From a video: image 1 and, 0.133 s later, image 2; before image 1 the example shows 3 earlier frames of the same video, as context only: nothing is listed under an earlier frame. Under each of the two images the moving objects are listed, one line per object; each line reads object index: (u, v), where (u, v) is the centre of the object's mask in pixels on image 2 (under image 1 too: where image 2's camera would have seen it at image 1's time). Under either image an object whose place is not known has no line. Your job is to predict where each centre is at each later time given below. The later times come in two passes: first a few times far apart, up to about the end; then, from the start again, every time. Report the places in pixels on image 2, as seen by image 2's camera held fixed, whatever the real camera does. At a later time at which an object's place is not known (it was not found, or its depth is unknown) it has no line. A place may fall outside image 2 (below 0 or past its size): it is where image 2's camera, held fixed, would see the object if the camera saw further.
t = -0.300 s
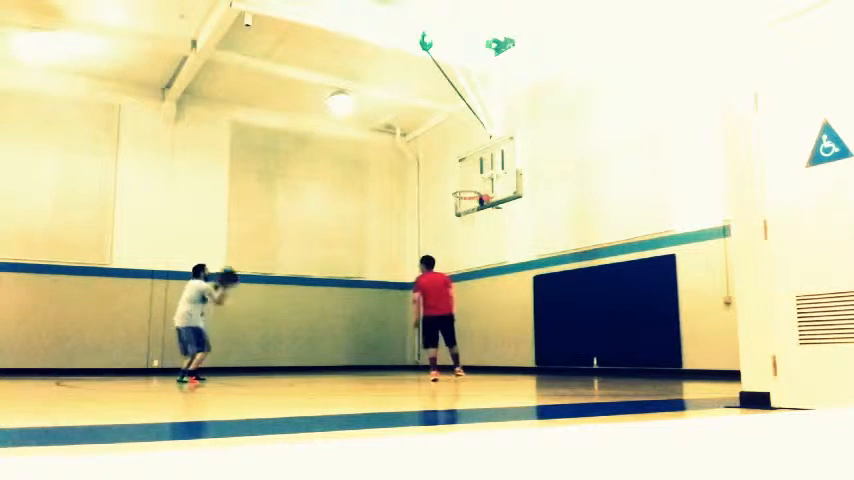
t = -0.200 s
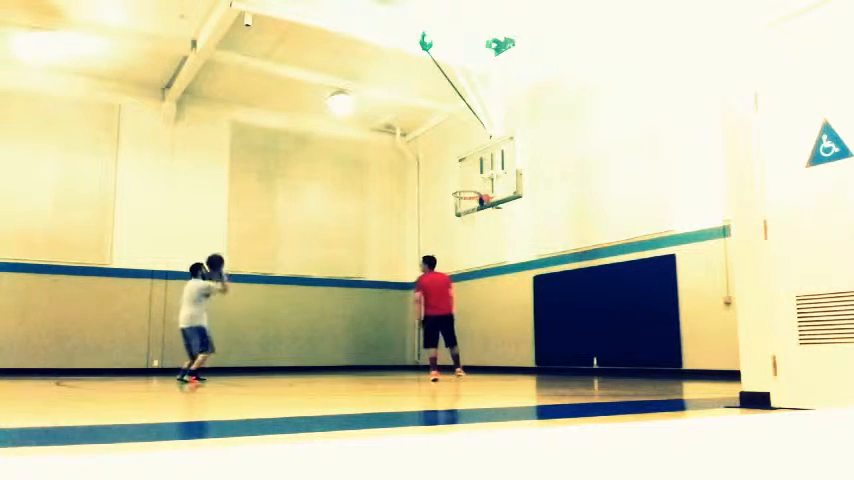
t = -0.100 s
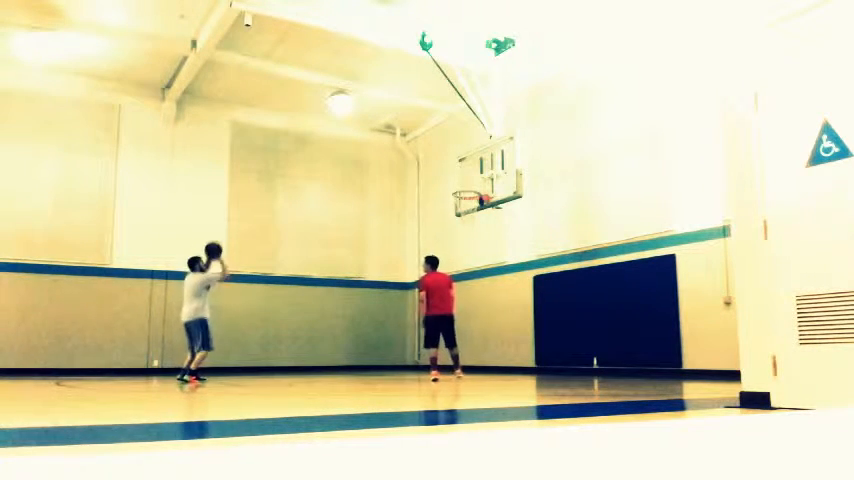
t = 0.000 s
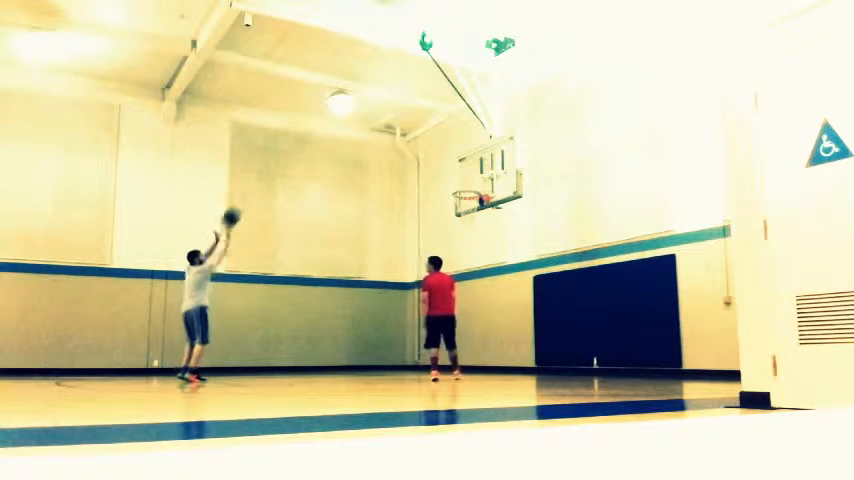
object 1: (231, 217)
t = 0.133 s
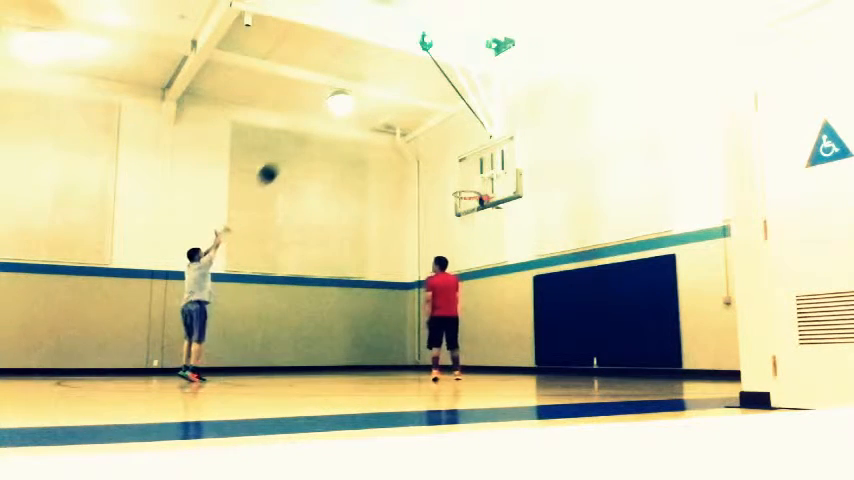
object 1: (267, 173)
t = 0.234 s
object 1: (293, 150)
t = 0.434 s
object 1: (342, 125)
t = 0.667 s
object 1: (391, 128)
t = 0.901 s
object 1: (438, 160)
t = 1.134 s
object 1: (474, 212)
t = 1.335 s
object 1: (480, 246)
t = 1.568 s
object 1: (489, 315)
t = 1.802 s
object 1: (488, 338)
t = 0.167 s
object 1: (277, 164)
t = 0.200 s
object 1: (285, 157)
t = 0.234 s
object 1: (293, 150)
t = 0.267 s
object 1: (302, 144)
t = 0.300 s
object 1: (310, 139)
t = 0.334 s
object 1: (318, 135)
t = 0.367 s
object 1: (326, 130)
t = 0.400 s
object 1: (334, 127)
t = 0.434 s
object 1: (342, 125)
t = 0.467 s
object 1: (349, 123)
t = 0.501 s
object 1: (357, 122)
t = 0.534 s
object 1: (364, 122)
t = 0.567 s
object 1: (371, 123)
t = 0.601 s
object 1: (378, 124)
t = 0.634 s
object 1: (385, 126)
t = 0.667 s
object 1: (391, 128)
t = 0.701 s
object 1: (399, 130)
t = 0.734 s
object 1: (406, 134)
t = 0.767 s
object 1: (412, 138)
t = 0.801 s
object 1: (419, 142)
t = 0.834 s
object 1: (426, 148)
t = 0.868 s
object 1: (432, 153)
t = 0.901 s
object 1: (438, 160)
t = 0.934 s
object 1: (445, 167)
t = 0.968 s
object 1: (451, 174)
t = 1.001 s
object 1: (457, 181)
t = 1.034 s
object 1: (463, 189)
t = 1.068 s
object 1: (470, 199)
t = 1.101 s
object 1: (472, 206)
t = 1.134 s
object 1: (474, 212)
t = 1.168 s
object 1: (475, 216)
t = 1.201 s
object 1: (476, 220)
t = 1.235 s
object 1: (477, 225)
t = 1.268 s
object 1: (478, 231)
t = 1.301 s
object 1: (479, 238)
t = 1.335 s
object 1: (480, 246)
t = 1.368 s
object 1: (481, 254)
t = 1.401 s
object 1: (483, 263)
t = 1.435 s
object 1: (484, 272)
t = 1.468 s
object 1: (485, 280)
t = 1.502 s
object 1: (486, 292)
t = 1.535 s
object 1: (487, 303)
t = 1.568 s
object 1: (489, 315)
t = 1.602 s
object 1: (490, 327)
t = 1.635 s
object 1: (491, 341)
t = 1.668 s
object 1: (493, 354)
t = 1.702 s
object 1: (495, 367)
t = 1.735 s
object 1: (493, 359)
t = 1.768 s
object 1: (490, 348)
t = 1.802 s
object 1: (488, 338)
